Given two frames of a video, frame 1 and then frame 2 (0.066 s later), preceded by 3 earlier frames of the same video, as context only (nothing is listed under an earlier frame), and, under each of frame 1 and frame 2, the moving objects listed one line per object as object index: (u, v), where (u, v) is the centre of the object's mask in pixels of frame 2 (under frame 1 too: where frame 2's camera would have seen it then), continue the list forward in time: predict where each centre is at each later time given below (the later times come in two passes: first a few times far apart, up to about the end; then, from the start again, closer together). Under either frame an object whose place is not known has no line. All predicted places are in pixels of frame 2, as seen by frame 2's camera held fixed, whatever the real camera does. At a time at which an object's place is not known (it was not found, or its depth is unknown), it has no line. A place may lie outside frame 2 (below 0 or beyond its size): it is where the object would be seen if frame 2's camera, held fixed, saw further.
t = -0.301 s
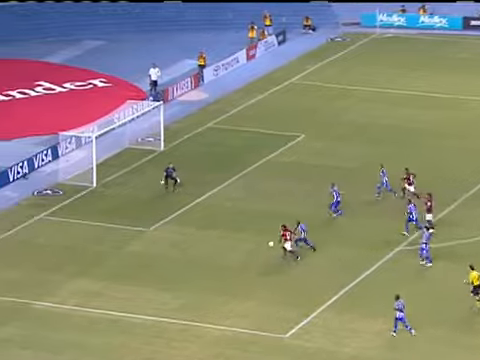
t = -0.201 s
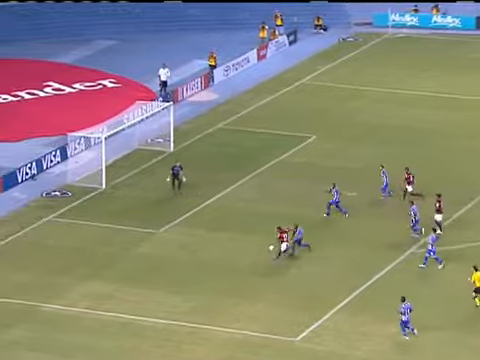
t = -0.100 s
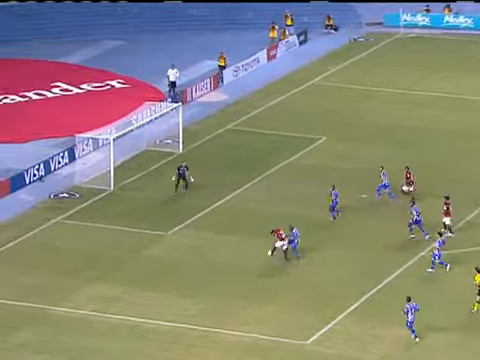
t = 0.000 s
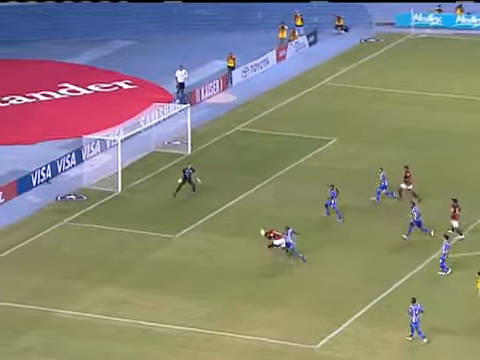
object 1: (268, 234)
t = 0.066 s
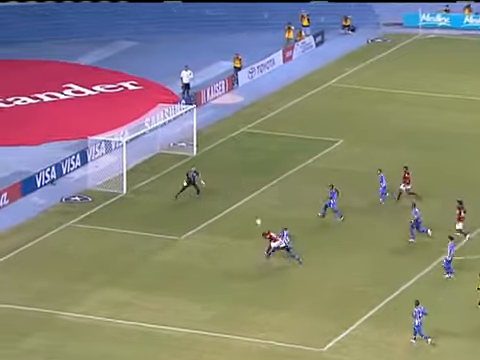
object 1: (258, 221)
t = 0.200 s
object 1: (239, 202)
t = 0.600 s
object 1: (202, 158)
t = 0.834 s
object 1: (182, 143)
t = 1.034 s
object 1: (160, 140)
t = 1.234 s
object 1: (151, 148)
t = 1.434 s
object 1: (145, 151)
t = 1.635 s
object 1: (144, 155)
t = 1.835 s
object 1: (143, 157)
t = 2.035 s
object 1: (140, 159)
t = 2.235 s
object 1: (138, 161)
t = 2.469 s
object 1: (137, 161)
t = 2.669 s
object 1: (137, 162)
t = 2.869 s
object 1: (137, 163)
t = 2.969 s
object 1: (137, 164)
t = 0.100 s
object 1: (253, 215)
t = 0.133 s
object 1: (249, 211)
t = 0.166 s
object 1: (244, 206)
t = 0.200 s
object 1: (239, 202)
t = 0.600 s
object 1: (202, 158)
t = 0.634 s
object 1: (199, 155)
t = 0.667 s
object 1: (197, 152)
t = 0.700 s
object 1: (195, 153)
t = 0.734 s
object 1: (191, 147)
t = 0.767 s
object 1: (189, 146)
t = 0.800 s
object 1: (183, 144)
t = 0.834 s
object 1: (182, 143)
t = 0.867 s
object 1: (181, 143)
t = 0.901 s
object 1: (180, 143)
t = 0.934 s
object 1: (171, 142)
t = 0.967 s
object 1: (168, 142)
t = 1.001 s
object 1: (164, 140)
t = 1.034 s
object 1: (160, 140)
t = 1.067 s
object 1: (158, 141)
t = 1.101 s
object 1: (157, 141)
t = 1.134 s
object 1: (155, 142)
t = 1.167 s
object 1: (152, 145)
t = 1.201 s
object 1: (152, 146)
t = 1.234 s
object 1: (151, 148)
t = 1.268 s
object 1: (149, 149)
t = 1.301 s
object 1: (148, 150)
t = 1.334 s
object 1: (147, 152)
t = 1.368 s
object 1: (146, 154)
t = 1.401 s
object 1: (145, 152)
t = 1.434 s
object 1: (145, 151)
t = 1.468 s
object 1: (146, 152)
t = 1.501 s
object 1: (145, 152)
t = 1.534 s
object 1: (145, 153)
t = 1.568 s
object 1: (144, 154)
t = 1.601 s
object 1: (145, 154)
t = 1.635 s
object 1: (144, 155)
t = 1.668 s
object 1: (145, 156)
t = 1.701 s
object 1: (144, 156)
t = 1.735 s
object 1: (144, 157)
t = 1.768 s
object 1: (143, 157)
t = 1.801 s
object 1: (143, 157)
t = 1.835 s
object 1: (143, 157)
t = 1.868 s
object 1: (143, 157)
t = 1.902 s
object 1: (141, 159)
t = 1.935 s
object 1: (141, 159)
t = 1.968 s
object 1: (141, 159)
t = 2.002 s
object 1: (140, 159)
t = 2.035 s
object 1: (140, 159)
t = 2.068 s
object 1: (140, 159)
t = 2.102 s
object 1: (139, 160)
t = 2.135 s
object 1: (140, 160)
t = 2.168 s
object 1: (139, 160)
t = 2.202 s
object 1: (139, 160)
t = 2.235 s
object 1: (138, 161)
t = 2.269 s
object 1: (138, 161)
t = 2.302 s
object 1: (138, 161)
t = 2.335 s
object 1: (138, 161)
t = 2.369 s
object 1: (138, 161)
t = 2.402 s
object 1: (138, 161)
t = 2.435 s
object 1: (138, 161)
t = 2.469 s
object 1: (137, 161)
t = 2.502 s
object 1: (137, 162)
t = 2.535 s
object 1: (137, 162)
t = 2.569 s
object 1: (137, 162)
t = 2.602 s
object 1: (137, 162)
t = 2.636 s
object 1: (137, 162)
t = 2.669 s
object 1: (137, 162)
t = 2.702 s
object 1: (137, 163)
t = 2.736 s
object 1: (137, 163)
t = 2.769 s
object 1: (137, 163)
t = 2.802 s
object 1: (137, 163)
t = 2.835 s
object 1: (137, 163)
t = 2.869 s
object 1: (137, 163)
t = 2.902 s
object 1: (137, 163)
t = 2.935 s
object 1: (137, 163)
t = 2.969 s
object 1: (137, 164)
